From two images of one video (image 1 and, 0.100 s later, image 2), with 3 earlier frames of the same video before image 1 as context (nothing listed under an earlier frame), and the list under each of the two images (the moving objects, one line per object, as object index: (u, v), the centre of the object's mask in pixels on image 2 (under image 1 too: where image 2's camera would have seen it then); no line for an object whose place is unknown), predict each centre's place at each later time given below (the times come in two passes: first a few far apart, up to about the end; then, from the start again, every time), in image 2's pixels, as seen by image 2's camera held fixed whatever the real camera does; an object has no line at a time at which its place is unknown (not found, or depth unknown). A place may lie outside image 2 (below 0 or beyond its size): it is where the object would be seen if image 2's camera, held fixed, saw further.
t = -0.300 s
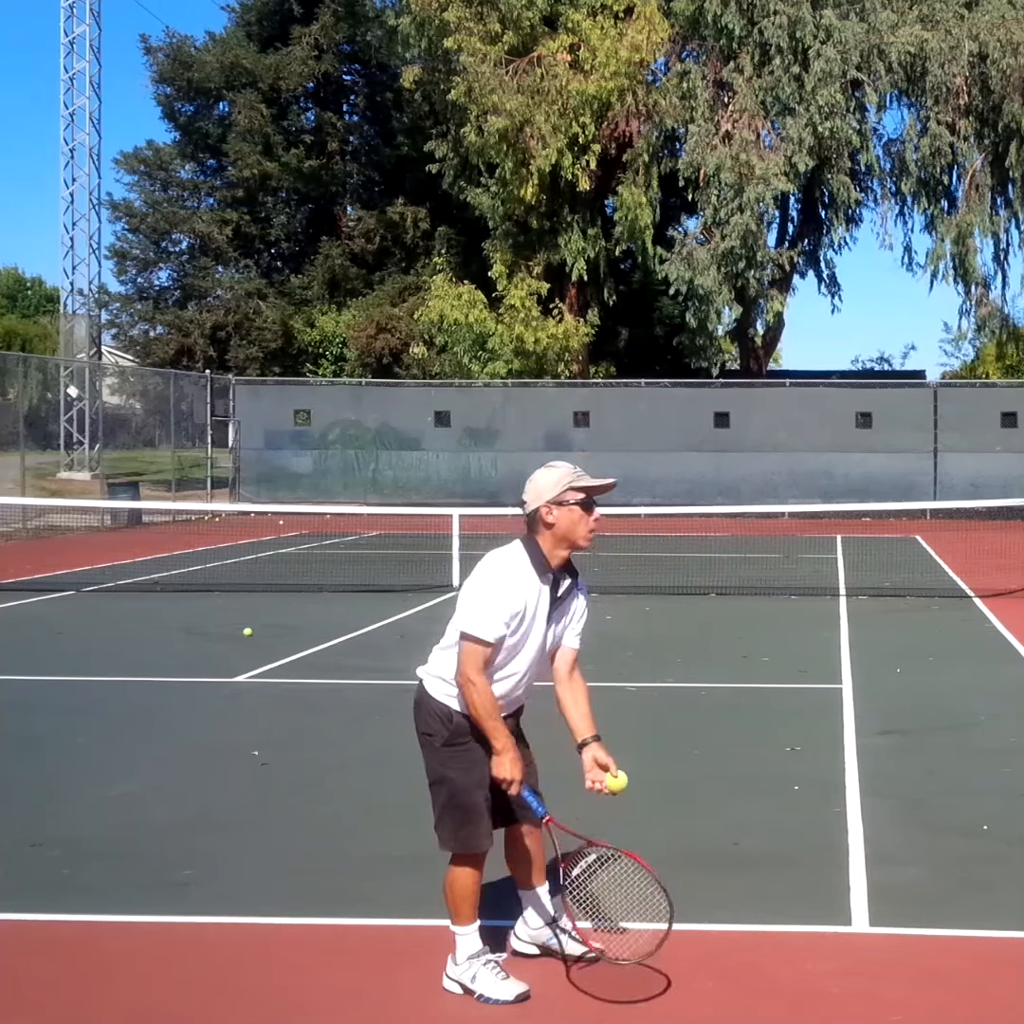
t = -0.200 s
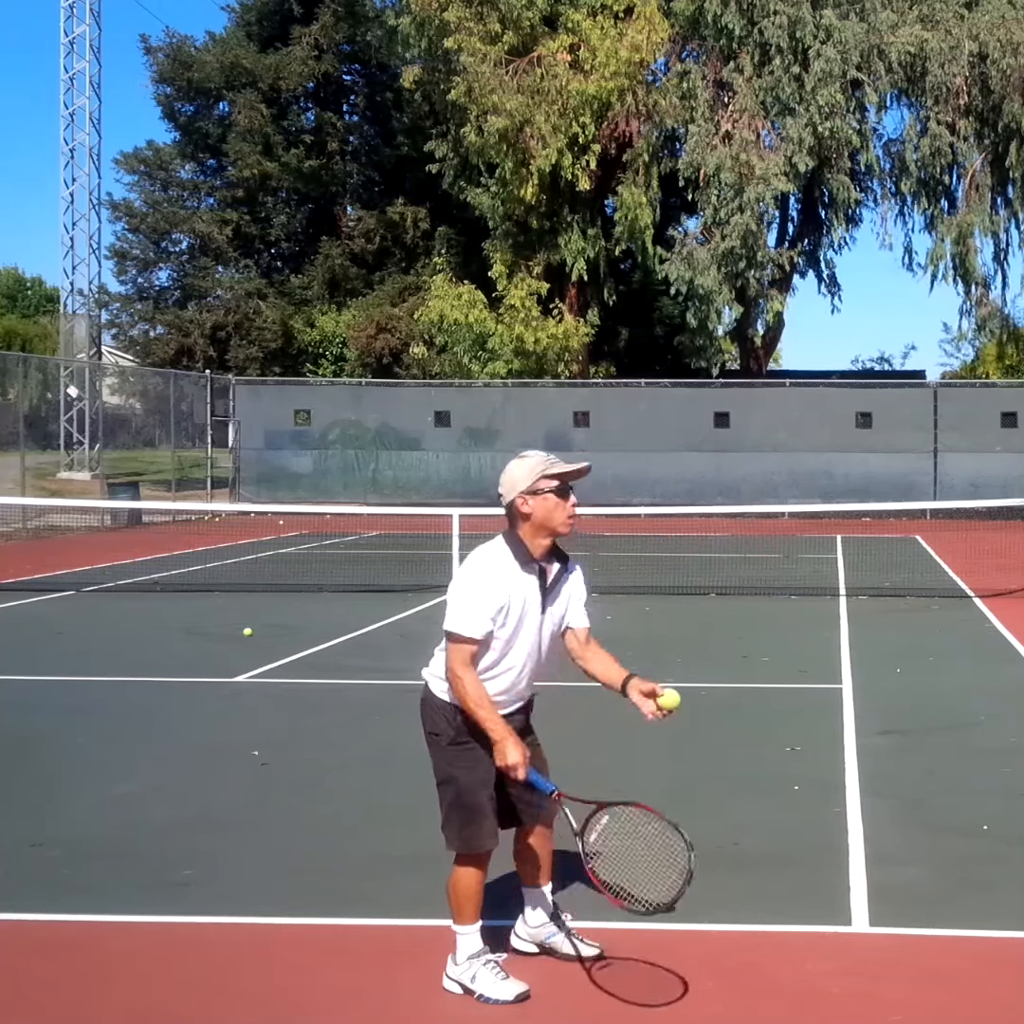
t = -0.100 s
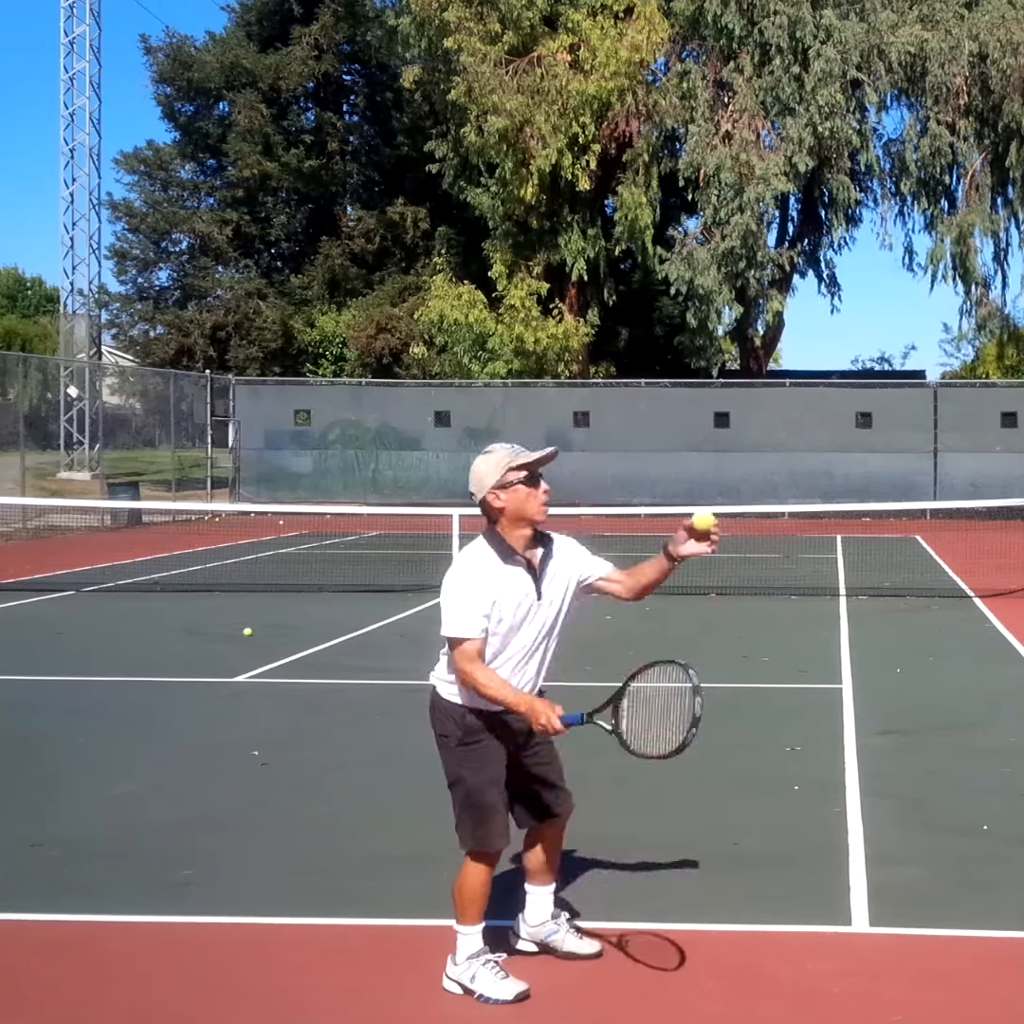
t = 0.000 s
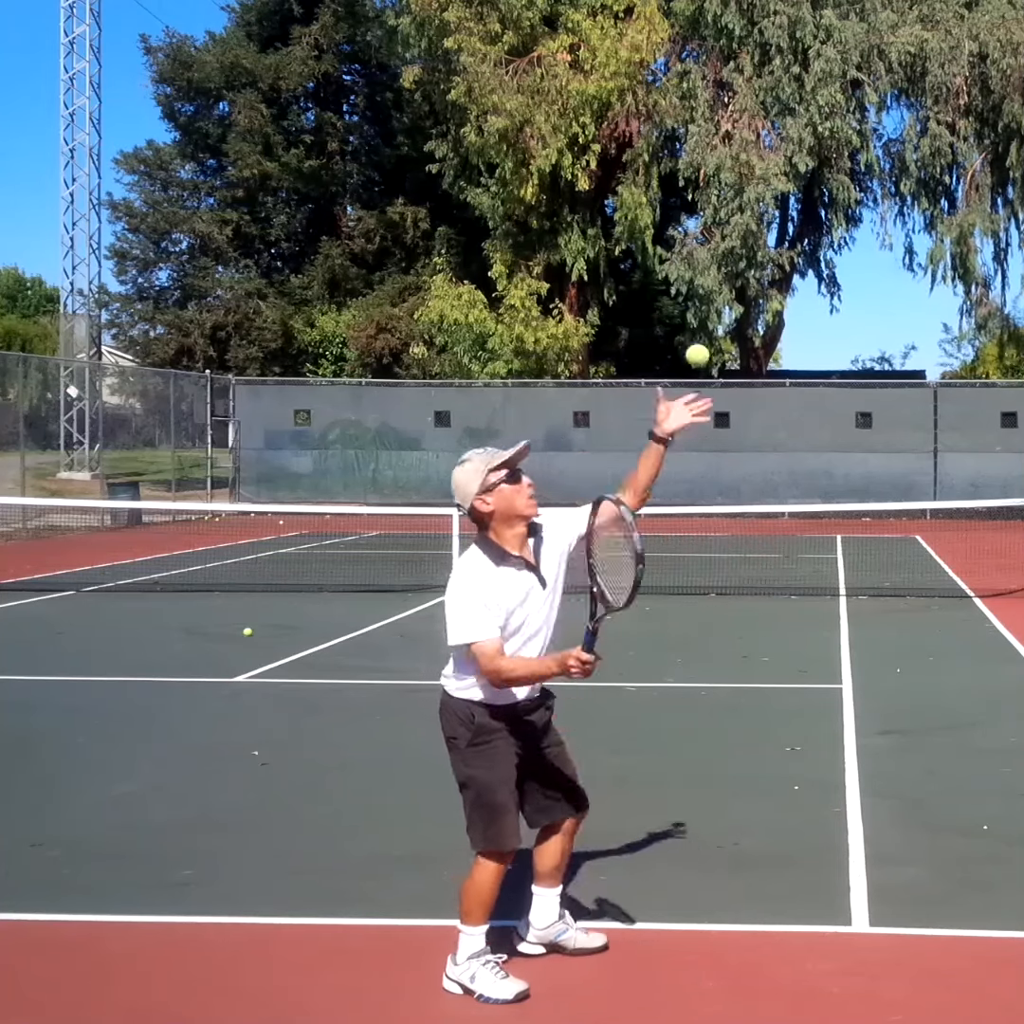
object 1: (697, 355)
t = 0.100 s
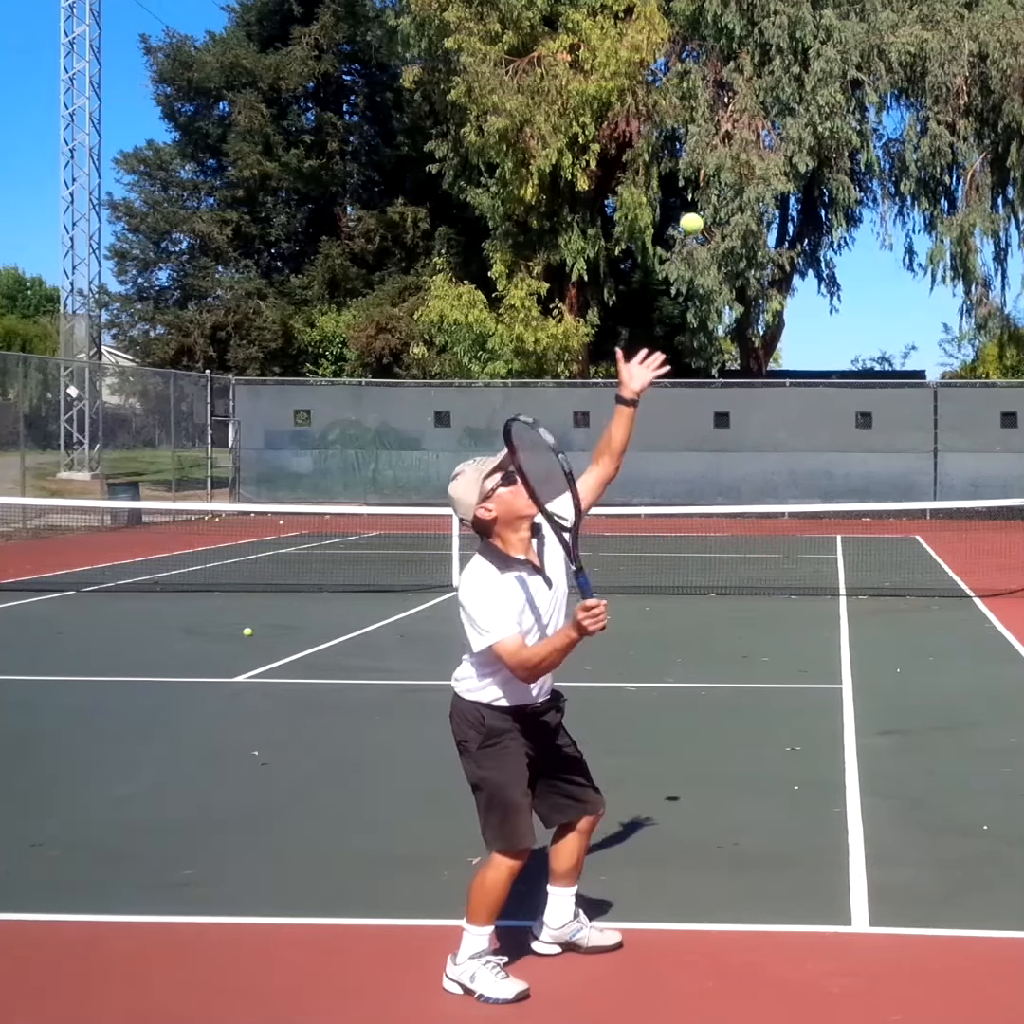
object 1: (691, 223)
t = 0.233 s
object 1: (682, 99)
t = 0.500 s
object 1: (663, 33)
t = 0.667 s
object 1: (652, 108)
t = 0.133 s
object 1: (689, 187)
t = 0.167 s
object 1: (687, 153)
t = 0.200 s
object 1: (684, 125)
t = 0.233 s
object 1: (682, 99)
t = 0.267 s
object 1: (680, 78)
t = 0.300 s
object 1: (678, 62)
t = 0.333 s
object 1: (676, 48)
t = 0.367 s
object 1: (673, 36)
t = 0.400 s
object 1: (670, 30)
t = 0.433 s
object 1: (668, 28)
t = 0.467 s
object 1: (666, 28)
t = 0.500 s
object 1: (663, 33)
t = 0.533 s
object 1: (661, 41)
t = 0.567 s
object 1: (658, 52)
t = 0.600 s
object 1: (656, 67)
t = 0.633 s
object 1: (654, 84)
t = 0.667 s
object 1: (652, 108)
